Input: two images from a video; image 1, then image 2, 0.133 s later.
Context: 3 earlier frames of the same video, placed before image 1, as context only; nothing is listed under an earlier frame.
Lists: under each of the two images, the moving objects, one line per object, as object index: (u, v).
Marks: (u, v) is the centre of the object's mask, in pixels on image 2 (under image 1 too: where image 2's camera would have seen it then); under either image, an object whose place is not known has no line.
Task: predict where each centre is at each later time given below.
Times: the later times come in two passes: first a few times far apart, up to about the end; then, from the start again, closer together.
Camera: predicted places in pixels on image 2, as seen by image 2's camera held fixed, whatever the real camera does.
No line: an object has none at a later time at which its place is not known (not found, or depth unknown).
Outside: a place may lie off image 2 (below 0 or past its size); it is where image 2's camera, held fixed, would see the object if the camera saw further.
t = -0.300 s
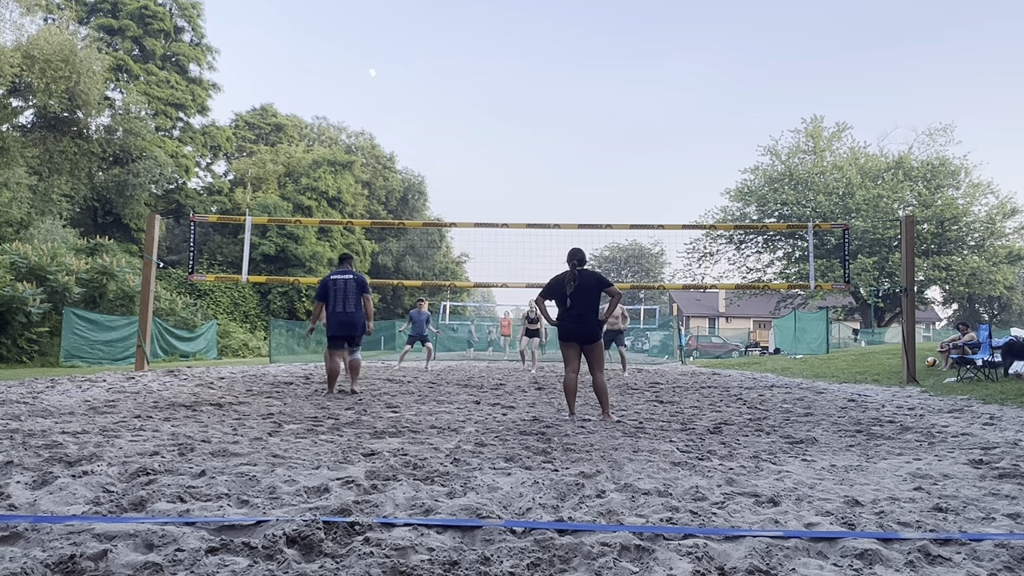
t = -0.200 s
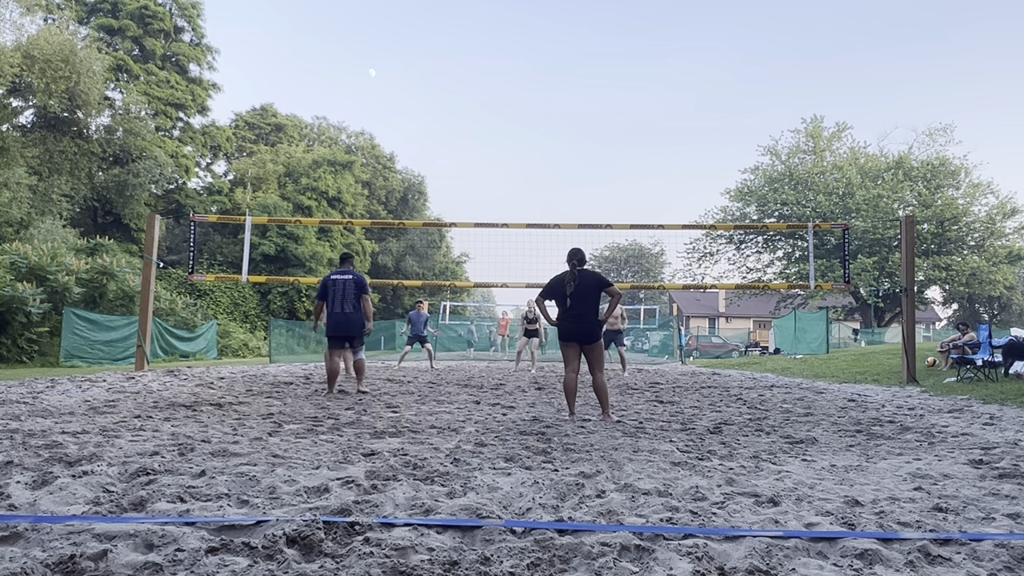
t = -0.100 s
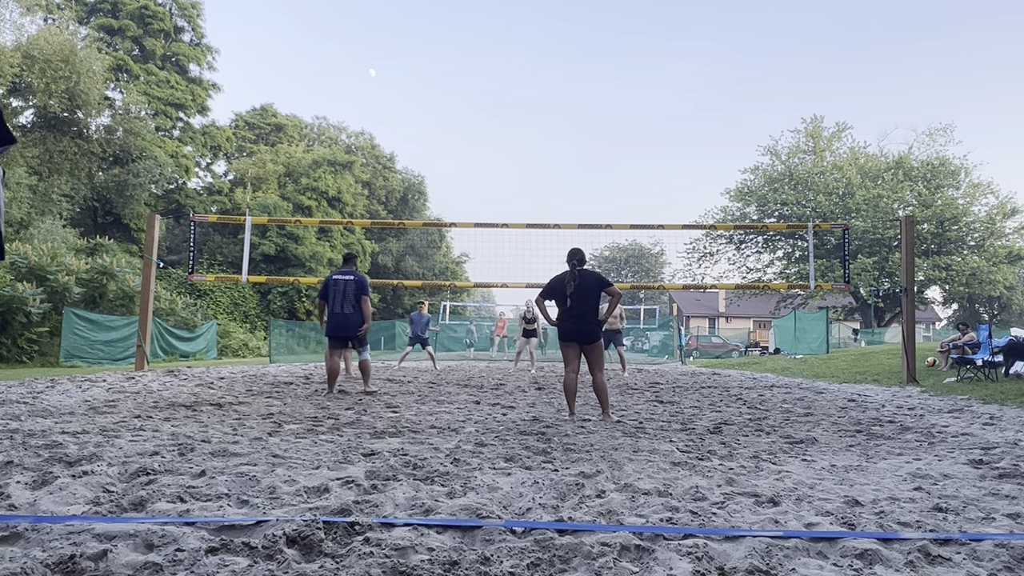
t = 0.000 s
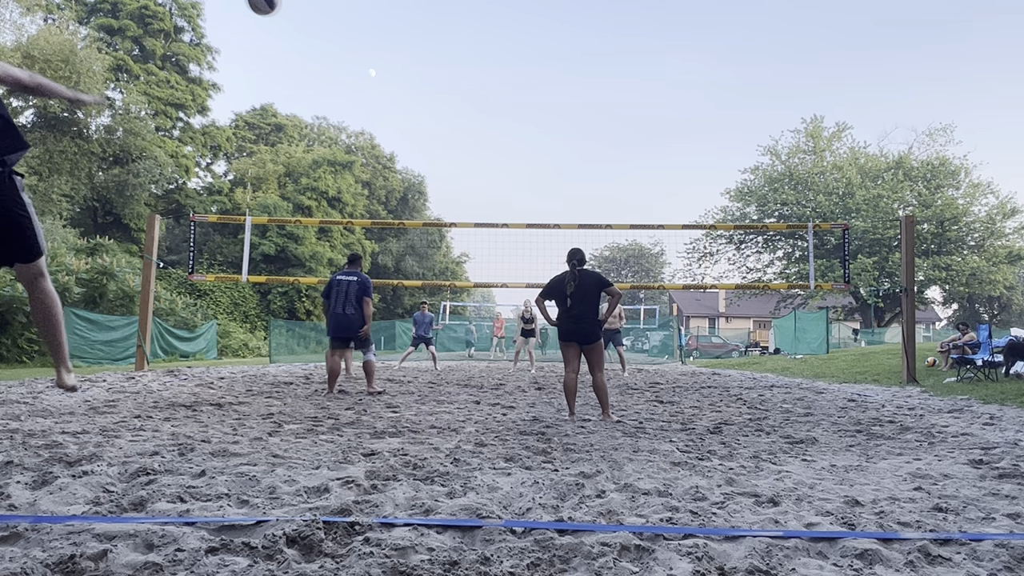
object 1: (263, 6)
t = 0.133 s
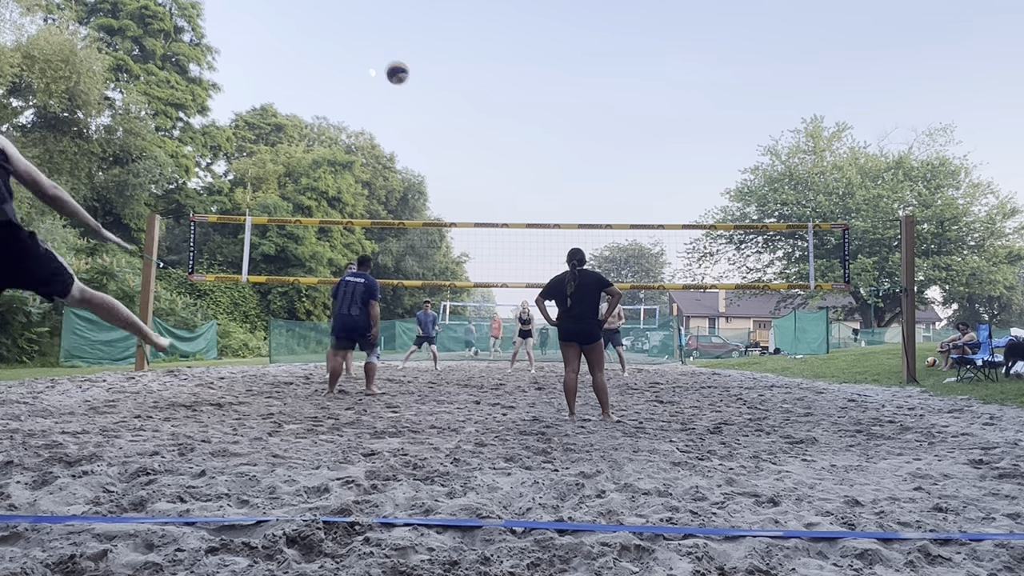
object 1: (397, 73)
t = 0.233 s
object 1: (457, 115)
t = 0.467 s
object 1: (536, 200)
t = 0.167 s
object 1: (419, 88)
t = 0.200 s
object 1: (439, 102)
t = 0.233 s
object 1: (457, 115)
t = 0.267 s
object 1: (472, 128)
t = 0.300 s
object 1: (485, 141)
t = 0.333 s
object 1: (498, 153)
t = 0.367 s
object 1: (509, 165)
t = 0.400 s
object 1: (519, 177)
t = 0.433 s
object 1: (527, 188)
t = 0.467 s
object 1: (536, 200)
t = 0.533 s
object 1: (550, 220)
